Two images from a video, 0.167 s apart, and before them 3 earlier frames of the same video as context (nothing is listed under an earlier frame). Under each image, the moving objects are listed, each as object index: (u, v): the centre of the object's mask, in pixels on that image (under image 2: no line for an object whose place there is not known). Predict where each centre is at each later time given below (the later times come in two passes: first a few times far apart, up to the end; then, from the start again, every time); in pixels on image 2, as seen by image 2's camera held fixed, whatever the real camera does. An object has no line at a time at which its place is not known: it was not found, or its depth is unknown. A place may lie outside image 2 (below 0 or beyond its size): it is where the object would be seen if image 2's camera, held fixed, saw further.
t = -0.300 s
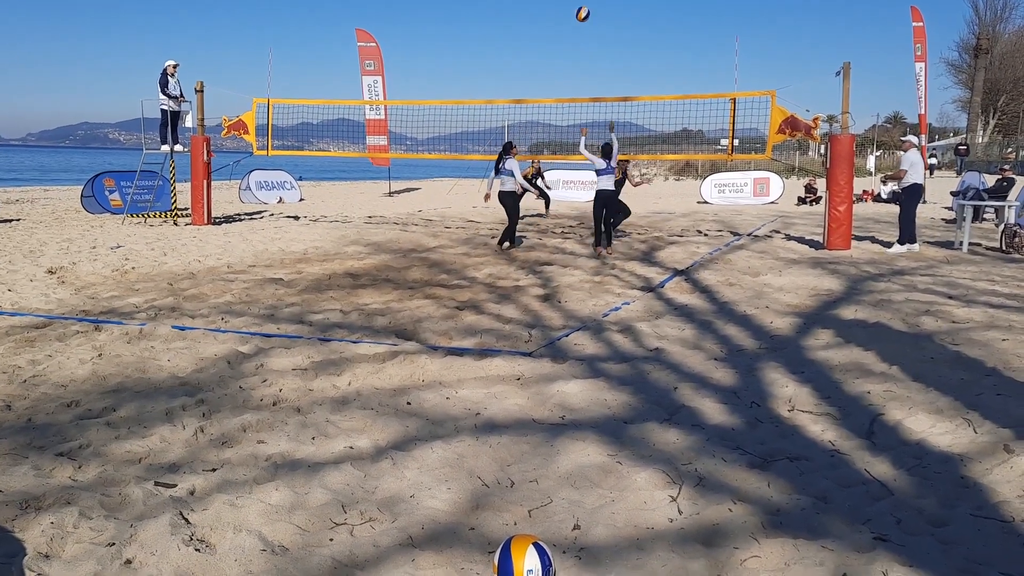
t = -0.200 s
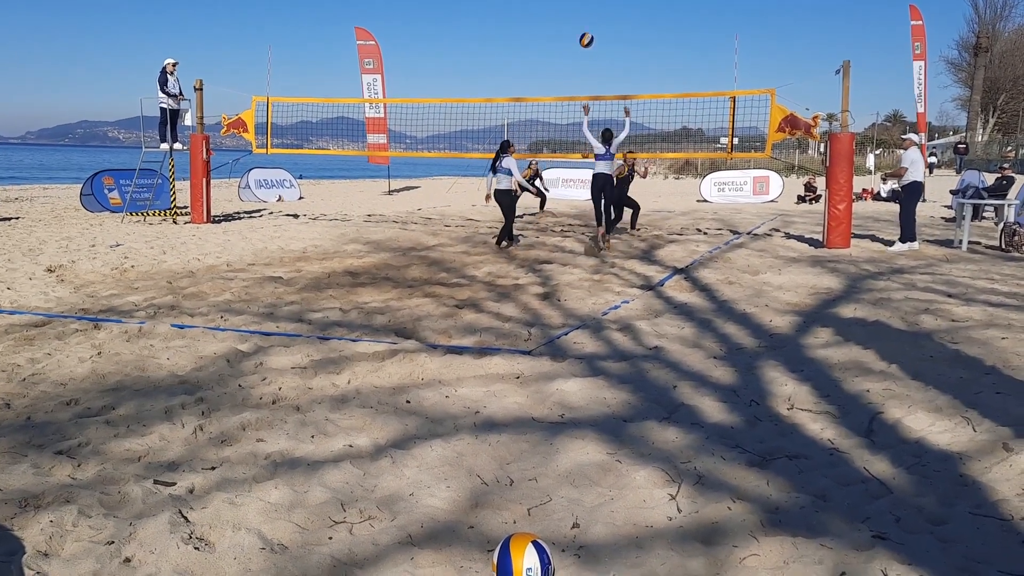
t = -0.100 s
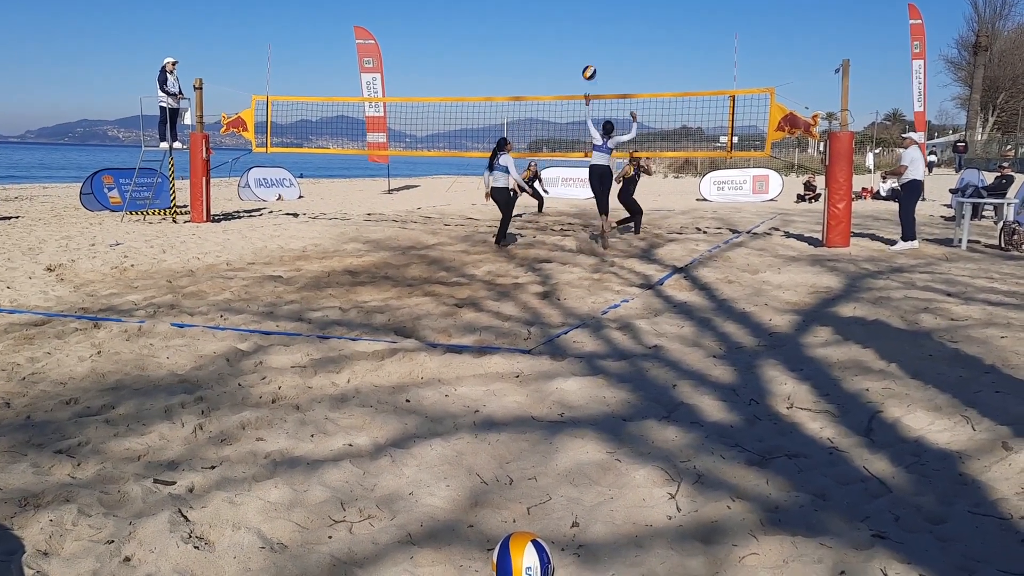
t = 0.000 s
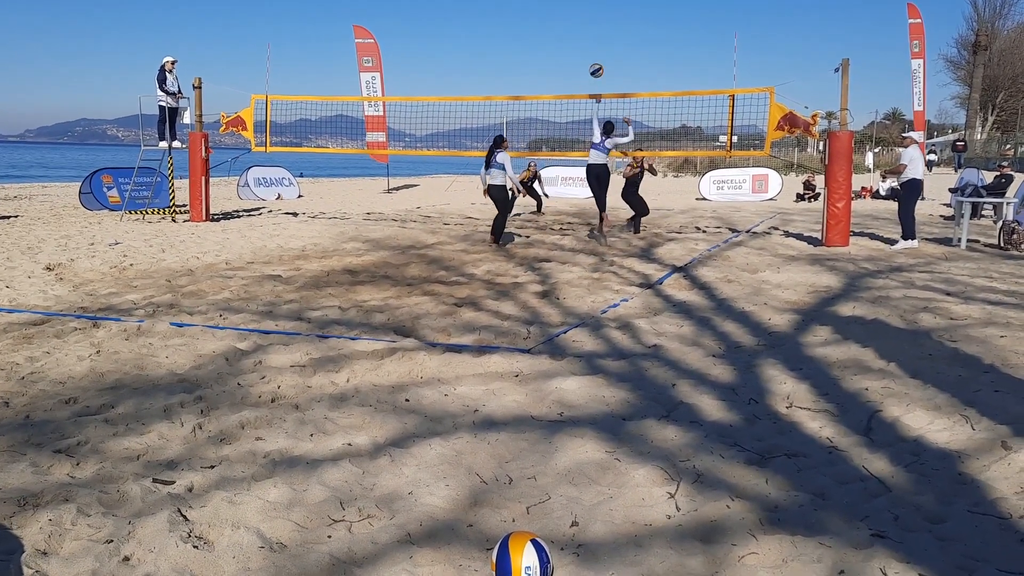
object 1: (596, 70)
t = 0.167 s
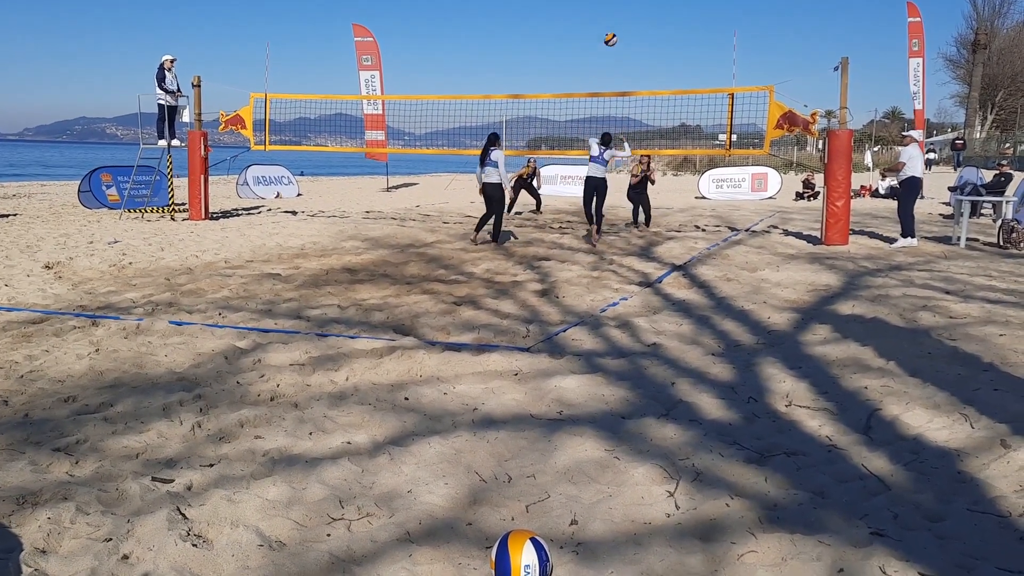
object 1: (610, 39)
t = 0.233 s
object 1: (615, 33)
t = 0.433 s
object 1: (628, 32)
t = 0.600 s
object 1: (637, 47)
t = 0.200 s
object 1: (613, 36)
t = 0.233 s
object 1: (615, 33)
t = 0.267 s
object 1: (618, 31)
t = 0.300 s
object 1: (620, 30)
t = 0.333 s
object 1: (622, 29)
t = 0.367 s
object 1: (624, 30)
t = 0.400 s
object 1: (627, 30)
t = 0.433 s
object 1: (628, 32)
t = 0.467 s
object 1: (630, 34)
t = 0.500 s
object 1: (632, 36)
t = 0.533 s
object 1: (634, 39)
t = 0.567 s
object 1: (635, 43)
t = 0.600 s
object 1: (637, 47)
